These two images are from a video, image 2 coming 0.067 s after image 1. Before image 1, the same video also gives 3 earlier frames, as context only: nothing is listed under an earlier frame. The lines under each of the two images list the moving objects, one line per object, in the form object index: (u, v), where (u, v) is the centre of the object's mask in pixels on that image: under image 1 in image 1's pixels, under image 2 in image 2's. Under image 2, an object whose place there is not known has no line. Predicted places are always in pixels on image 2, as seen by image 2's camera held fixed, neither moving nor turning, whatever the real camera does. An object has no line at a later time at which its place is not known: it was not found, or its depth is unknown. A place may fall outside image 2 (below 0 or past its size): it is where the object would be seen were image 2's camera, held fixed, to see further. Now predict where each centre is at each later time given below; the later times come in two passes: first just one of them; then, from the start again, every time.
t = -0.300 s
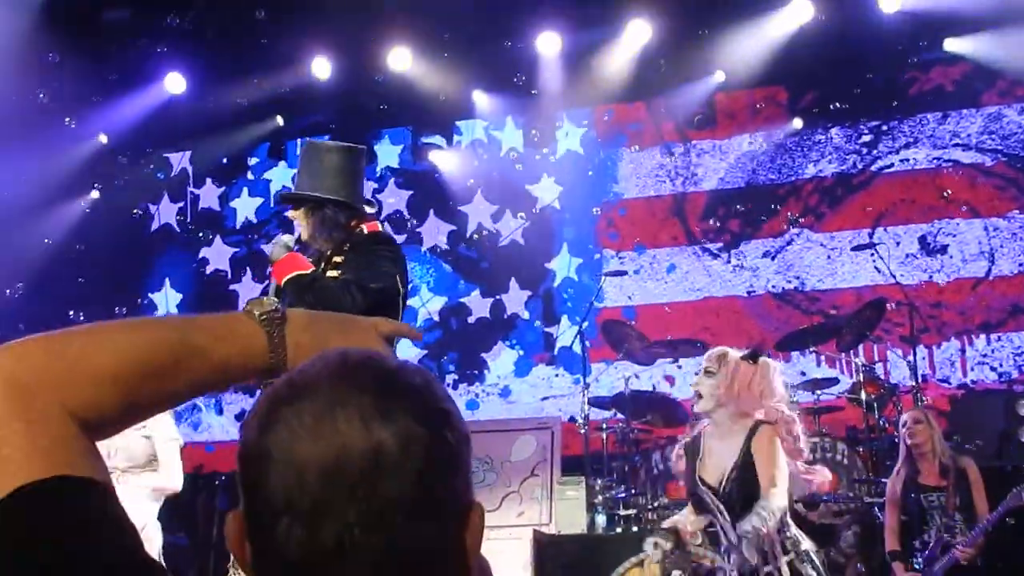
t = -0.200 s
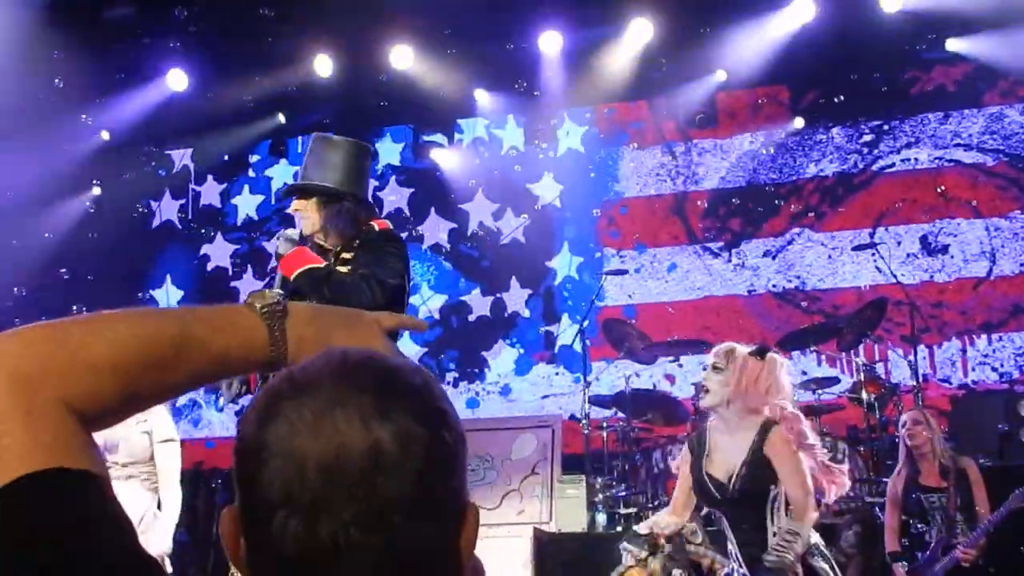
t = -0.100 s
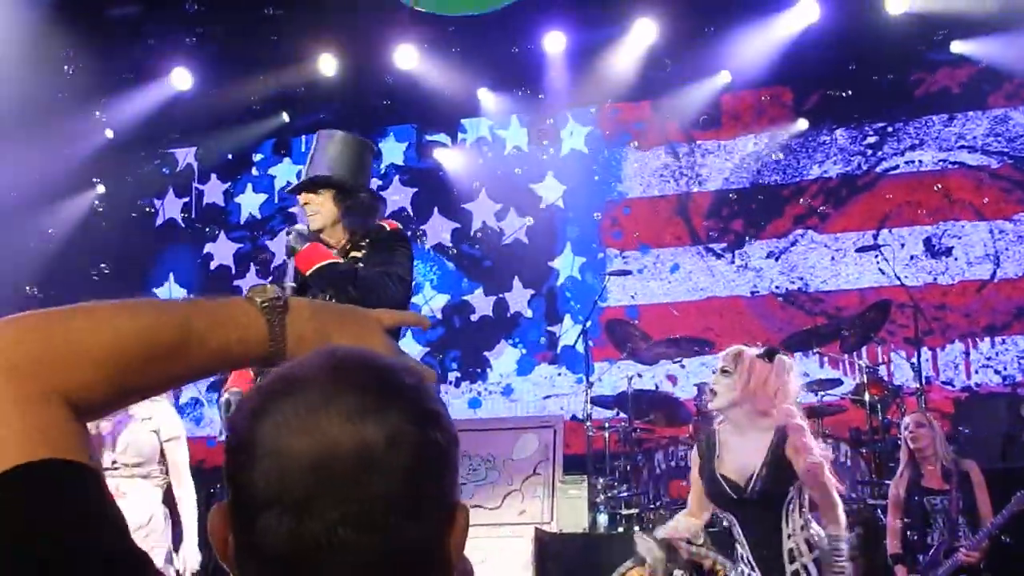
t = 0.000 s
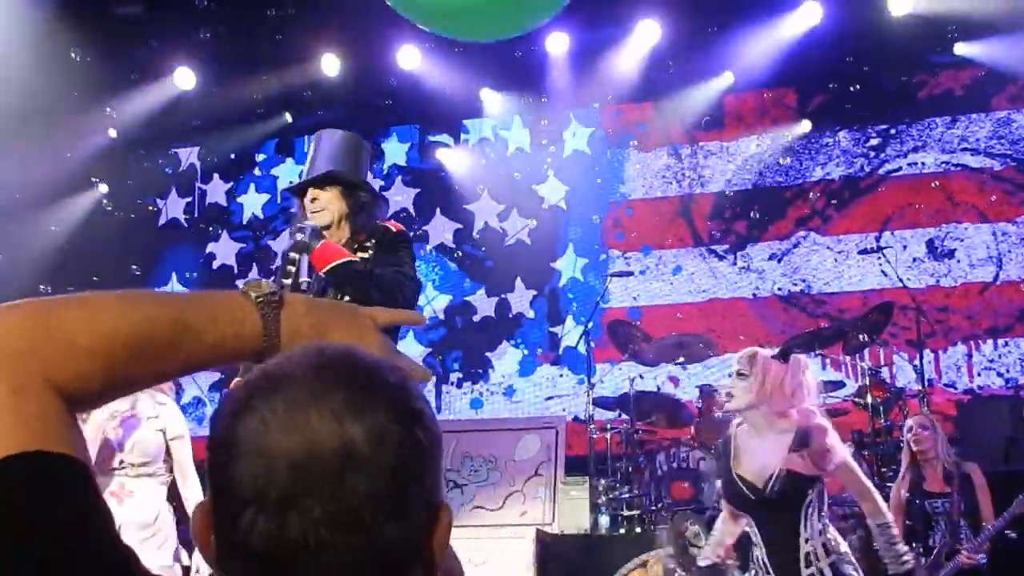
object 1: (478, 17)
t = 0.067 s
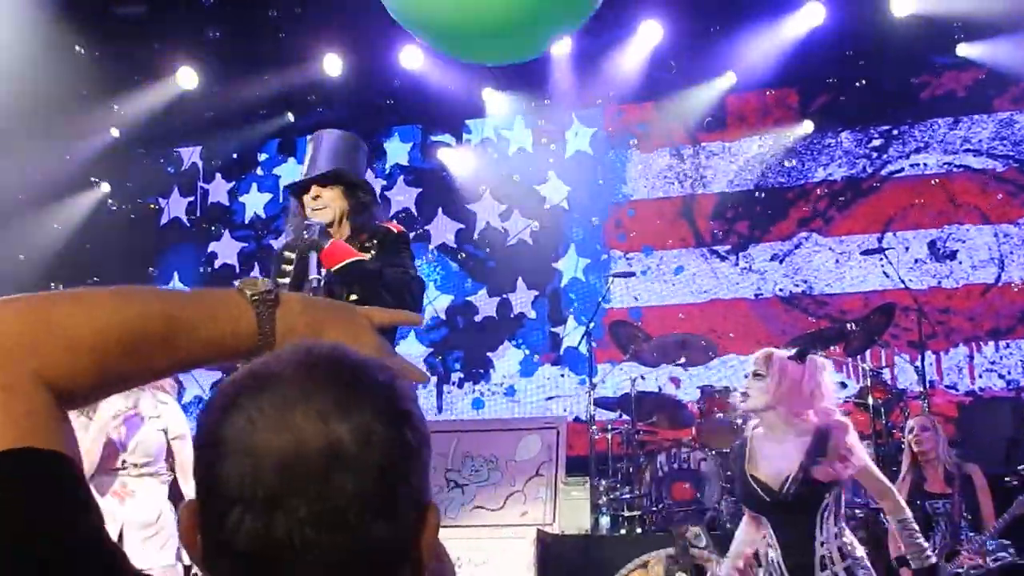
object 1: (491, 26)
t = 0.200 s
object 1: (519, 49)
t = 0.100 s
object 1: (499, 30)
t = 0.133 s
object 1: (506, 36)
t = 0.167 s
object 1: (513, 42)
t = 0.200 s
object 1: (519, 49)
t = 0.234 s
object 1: (526, 57)
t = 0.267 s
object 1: (533, 68)
